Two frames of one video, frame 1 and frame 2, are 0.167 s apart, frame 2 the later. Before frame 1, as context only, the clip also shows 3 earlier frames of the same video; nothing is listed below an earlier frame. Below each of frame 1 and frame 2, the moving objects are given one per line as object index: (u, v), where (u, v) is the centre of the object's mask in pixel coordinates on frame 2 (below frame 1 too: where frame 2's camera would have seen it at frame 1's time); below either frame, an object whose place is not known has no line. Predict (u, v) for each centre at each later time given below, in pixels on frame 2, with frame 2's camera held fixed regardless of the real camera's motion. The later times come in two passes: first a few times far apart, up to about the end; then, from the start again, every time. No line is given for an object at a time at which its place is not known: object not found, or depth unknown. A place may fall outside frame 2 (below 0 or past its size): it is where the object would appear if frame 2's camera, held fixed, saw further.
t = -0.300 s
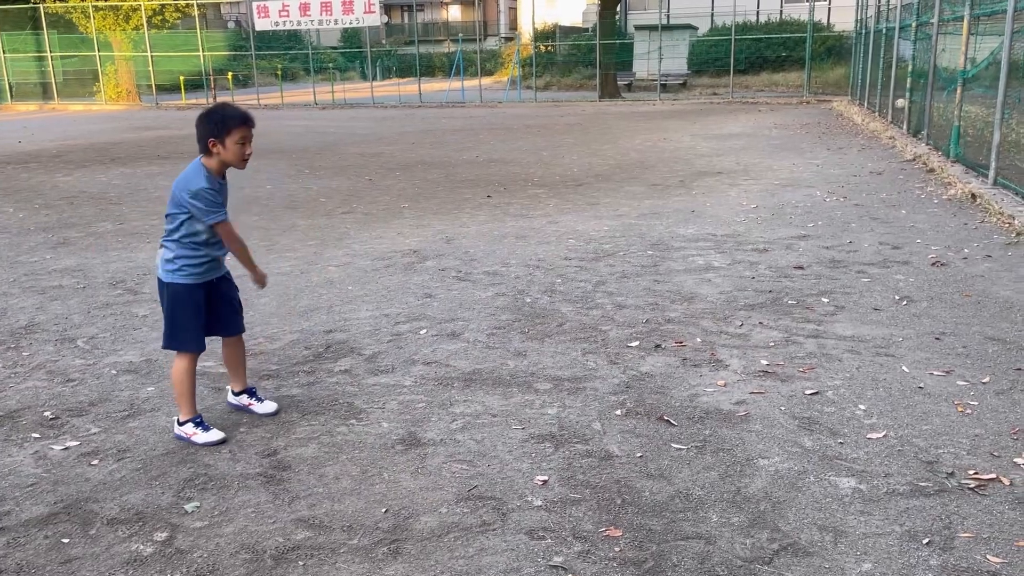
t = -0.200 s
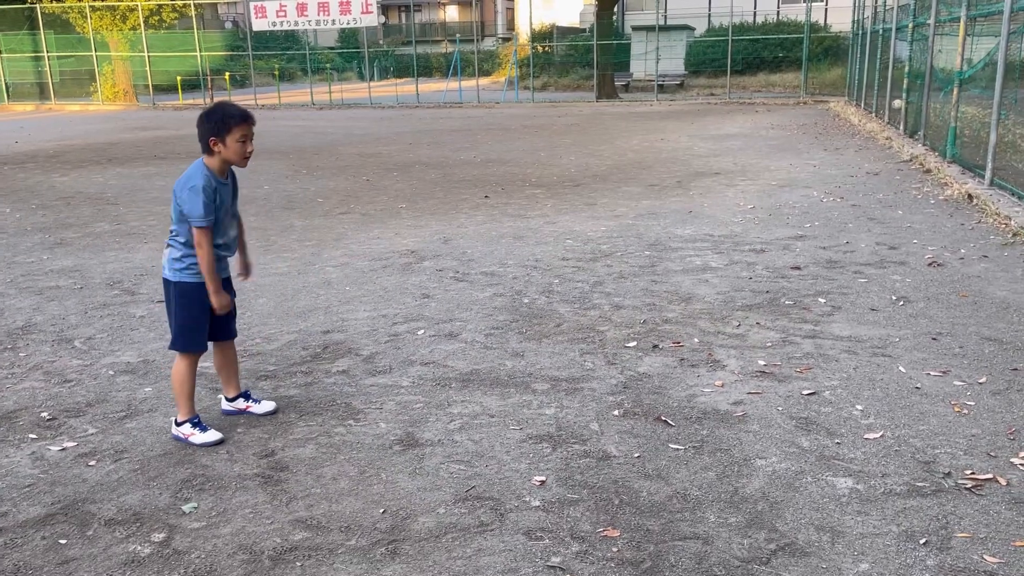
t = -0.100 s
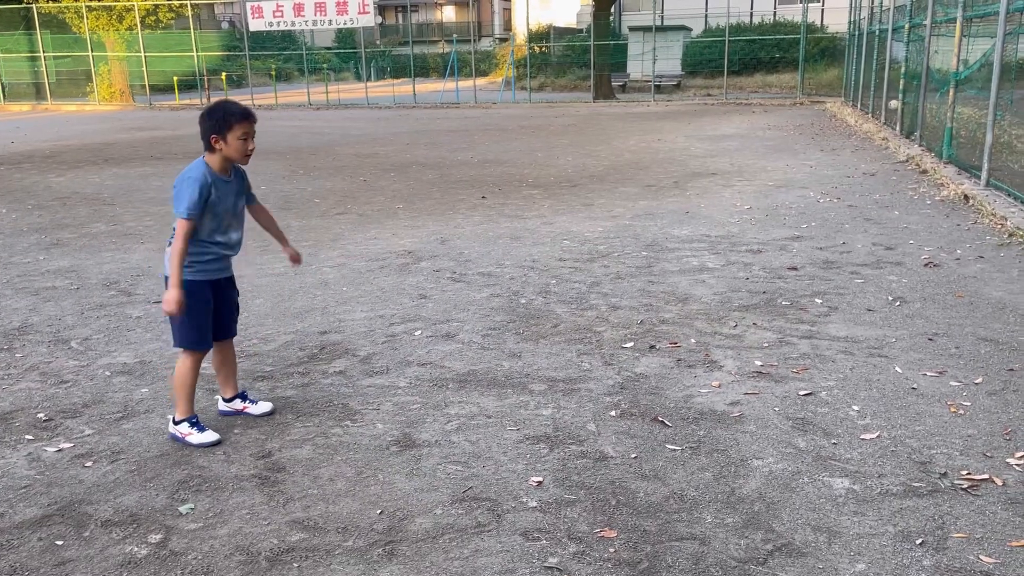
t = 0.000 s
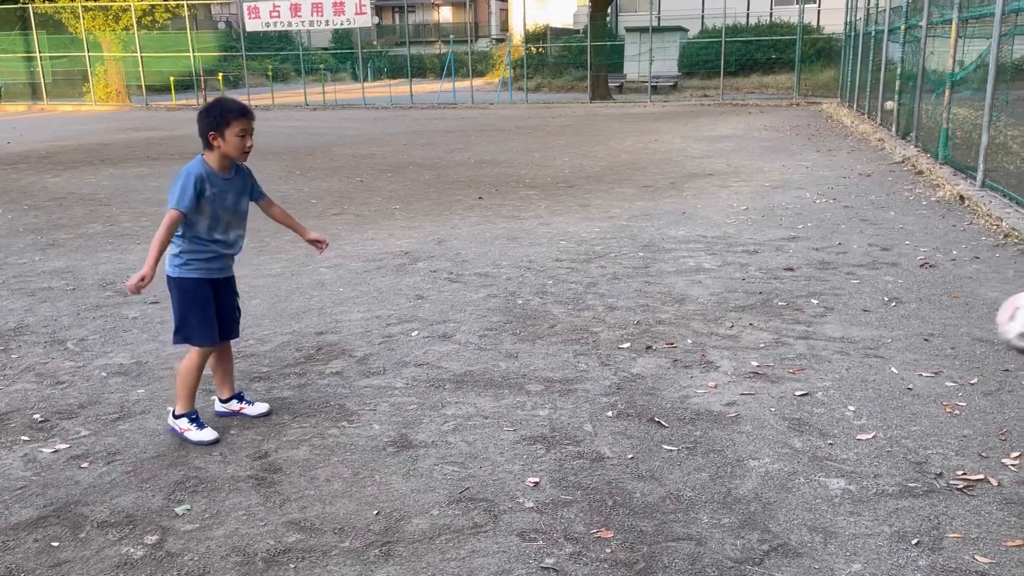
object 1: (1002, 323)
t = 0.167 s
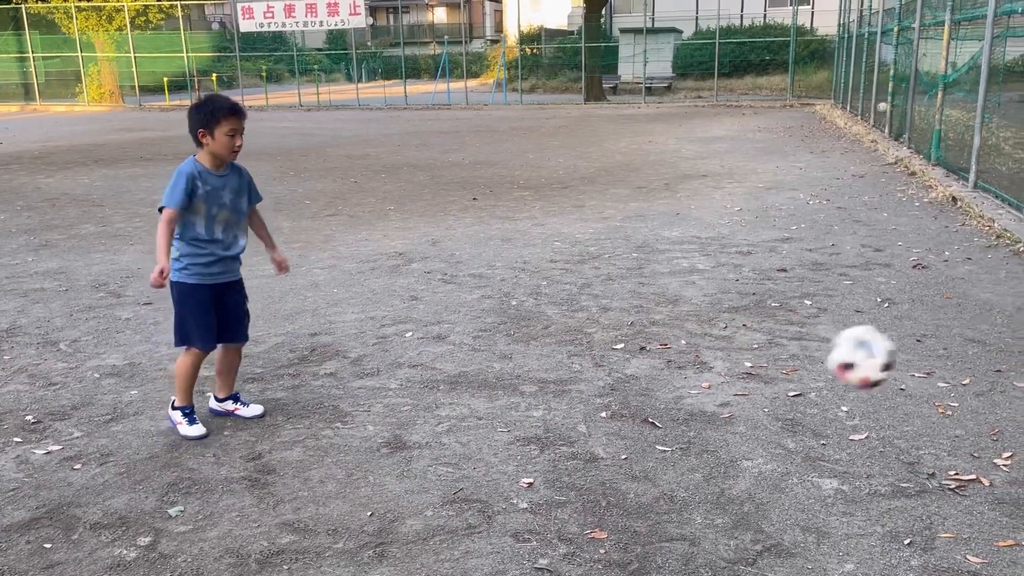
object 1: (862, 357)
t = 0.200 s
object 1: (830, 372)
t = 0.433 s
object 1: (638, 389)
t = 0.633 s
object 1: (500, 359)
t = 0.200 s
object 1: (830, 372)
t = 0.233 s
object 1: (796, 391)
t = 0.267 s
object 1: (766, 412)
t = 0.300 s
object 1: (735, 435)
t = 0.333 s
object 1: (709, 446)
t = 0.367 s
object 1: (684, 424)
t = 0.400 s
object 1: (660, 405)
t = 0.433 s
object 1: (638, 389)
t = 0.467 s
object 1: (615, 376)
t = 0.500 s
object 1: (593, 367)
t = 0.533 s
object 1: (569, 361)
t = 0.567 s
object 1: (546, 357)
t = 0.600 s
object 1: (523, 356)
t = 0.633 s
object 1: (500, 359)
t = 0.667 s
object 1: (479, 364)
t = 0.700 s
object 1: (457, 371)
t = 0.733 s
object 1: (435, 383)
